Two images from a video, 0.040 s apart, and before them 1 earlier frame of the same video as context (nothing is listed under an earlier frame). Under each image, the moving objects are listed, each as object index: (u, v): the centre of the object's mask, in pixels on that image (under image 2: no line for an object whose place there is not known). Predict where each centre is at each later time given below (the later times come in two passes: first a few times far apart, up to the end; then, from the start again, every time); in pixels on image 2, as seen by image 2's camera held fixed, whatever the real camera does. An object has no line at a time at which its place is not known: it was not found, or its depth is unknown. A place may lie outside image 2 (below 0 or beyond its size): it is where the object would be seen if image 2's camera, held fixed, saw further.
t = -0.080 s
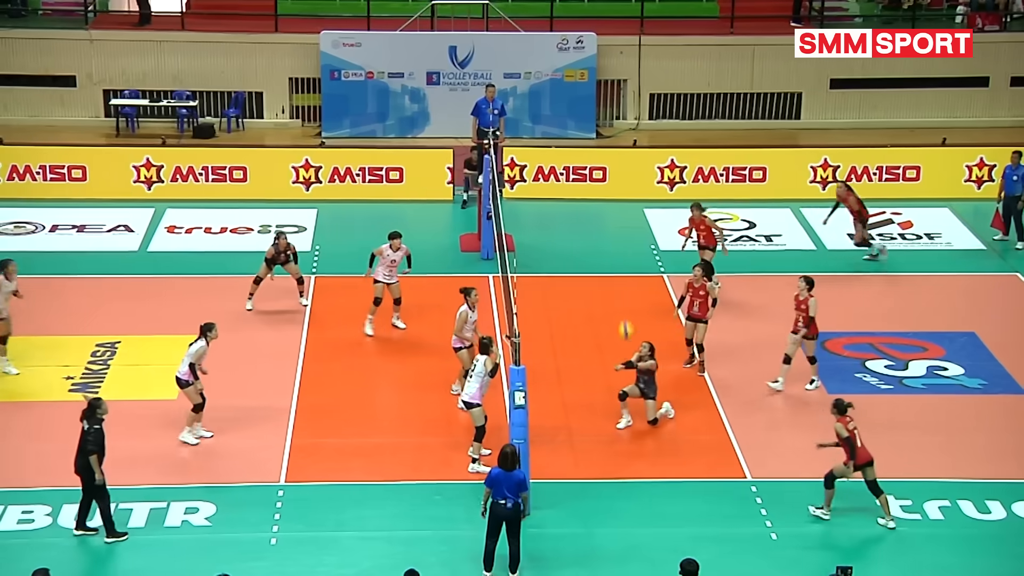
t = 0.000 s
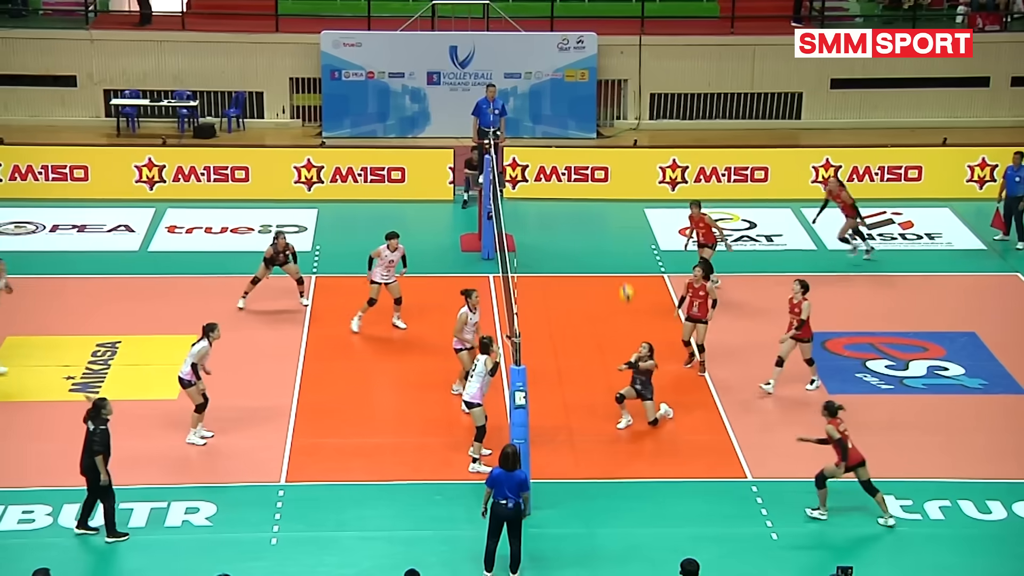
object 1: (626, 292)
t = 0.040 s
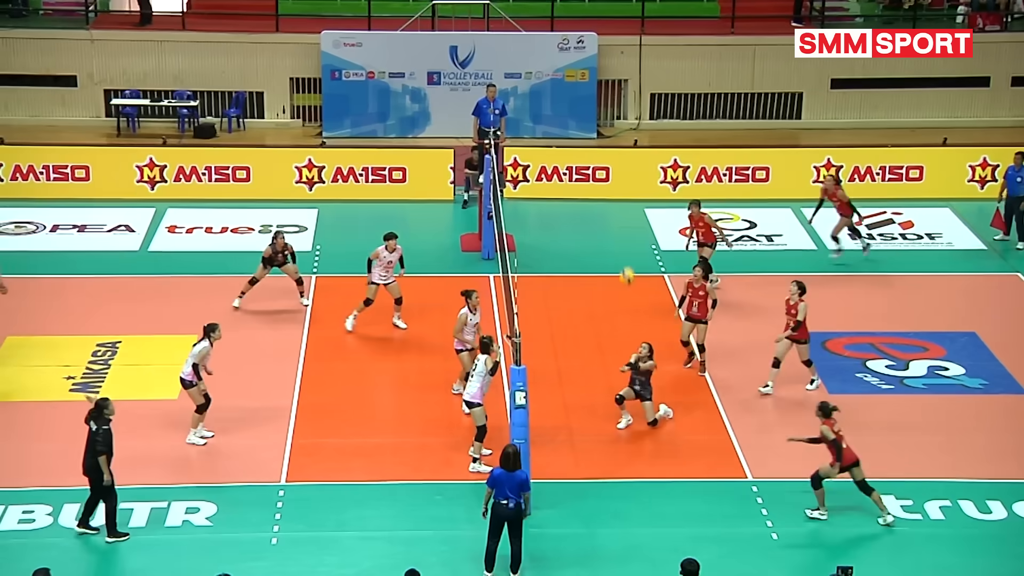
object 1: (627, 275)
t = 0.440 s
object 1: (625, 168)
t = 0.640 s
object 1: (622, 157)
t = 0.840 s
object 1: (620, 174)
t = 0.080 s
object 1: (627, 260)
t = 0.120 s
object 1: (627, 246)
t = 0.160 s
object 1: (627, 232)
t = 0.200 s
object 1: (626, 220)
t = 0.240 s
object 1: (626, 207)
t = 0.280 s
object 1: (626, 197)
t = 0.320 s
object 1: (626, 189)
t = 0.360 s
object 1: (625, 181)
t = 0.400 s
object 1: (625, 174)
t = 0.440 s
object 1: (625, 168)
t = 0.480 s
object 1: (624, 164)
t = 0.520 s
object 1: (624, 160)
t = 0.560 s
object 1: (623, 158)
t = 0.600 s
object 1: (623, 157)
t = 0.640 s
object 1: (622, 157)
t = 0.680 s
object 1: (622, 157)
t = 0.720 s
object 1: (621, 159)
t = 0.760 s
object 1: (621, 163)
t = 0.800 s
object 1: (620, 168)
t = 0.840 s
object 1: (620, 174)
